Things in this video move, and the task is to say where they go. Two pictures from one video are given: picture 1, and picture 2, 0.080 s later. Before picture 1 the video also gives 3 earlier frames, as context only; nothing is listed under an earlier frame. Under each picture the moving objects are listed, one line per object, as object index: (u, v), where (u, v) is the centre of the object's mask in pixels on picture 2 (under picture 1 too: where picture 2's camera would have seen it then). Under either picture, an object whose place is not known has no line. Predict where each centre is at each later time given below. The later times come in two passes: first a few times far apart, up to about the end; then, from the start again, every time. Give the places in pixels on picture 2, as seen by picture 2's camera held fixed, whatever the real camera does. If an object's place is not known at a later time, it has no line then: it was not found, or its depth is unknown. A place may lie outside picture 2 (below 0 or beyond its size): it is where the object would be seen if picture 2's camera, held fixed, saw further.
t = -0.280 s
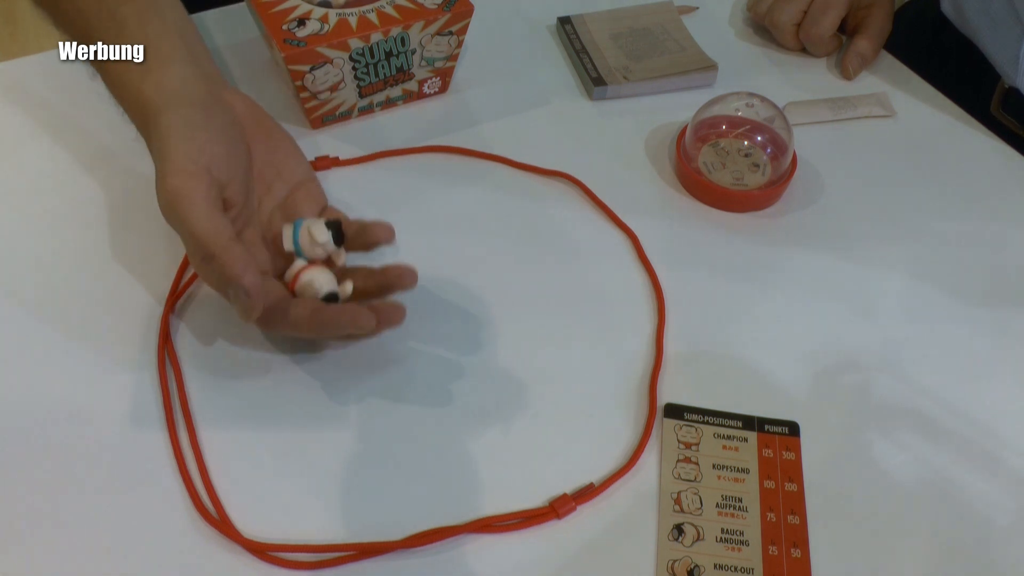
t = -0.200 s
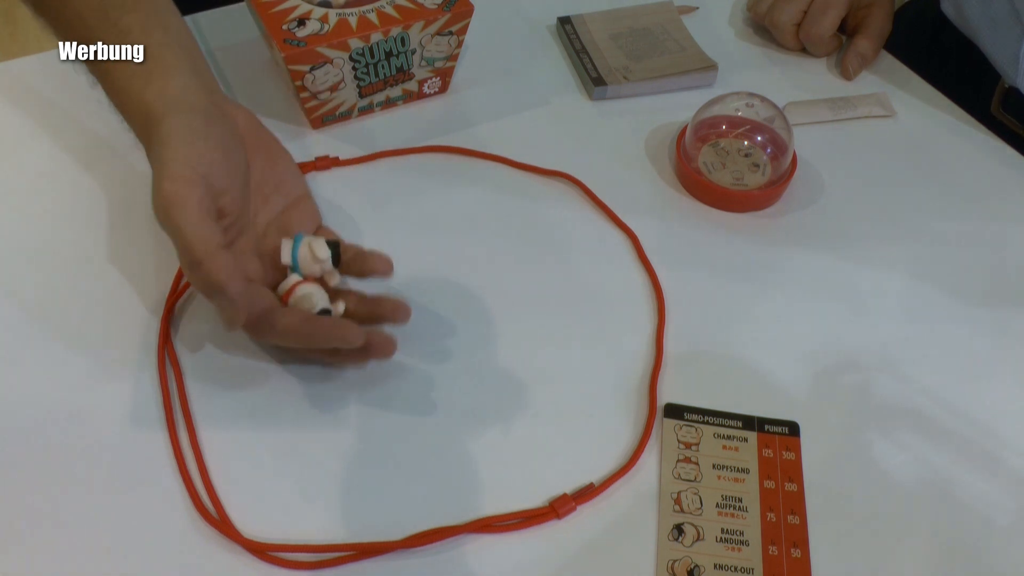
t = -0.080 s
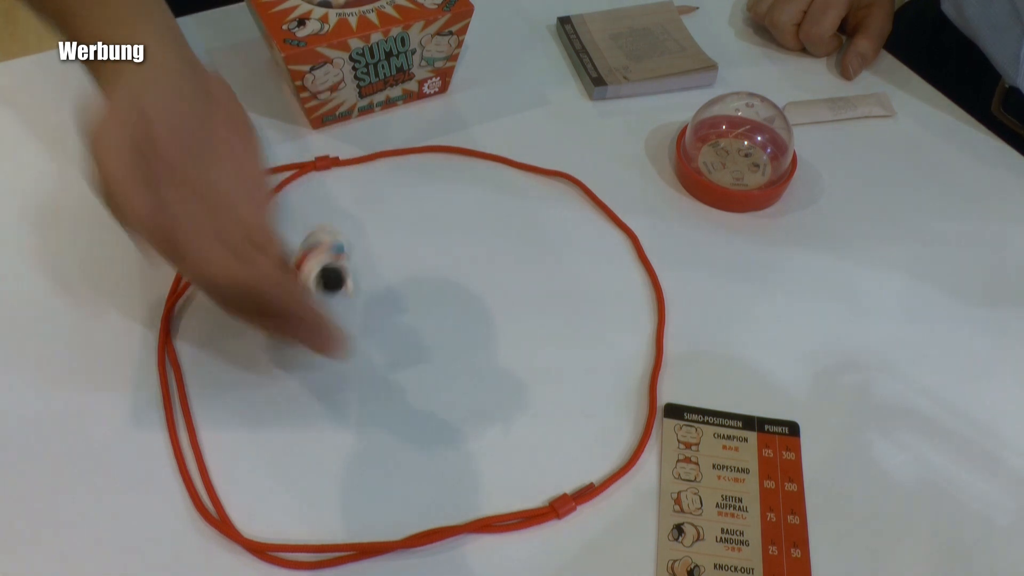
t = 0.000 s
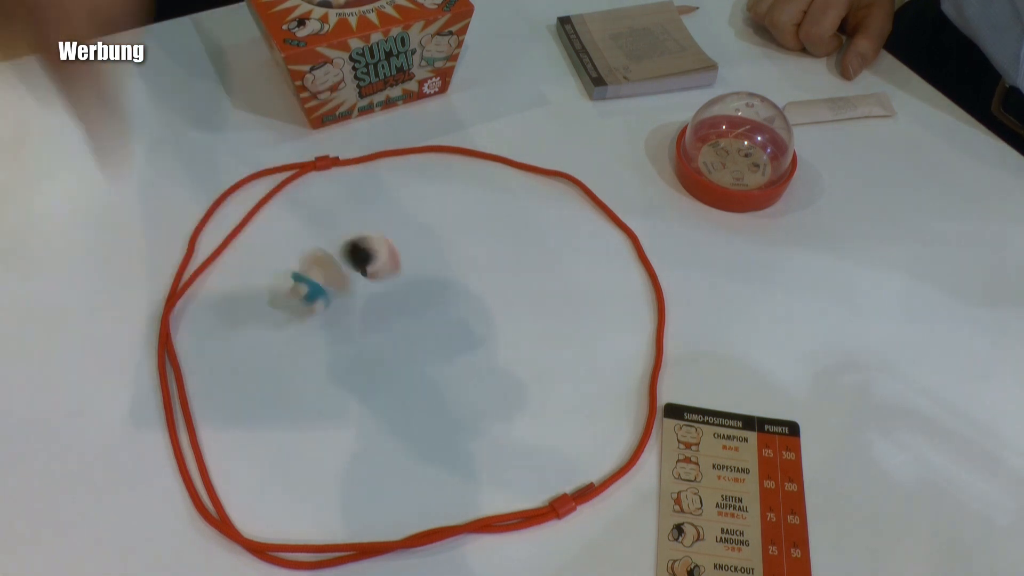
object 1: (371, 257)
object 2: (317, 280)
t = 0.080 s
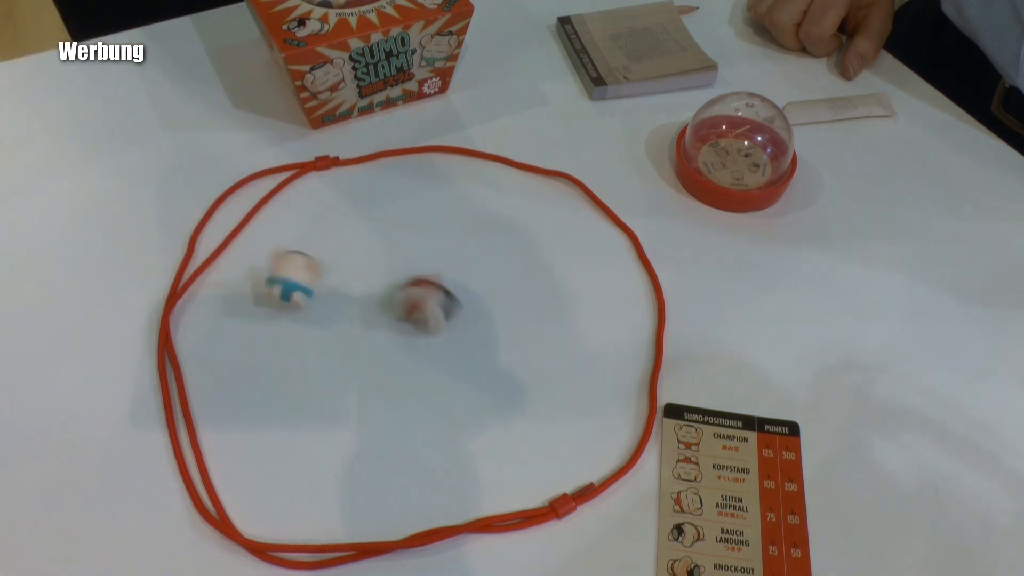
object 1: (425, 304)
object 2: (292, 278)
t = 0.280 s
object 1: (567, 344)
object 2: (284, 272)
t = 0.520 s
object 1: (615, 358)
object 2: (279, 274)
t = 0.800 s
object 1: (620, 363)
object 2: (279, 271)
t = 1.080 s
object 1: (620, 363)
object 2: (279, 272)
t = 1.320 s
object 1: (620, 363)
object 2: (279, 272)
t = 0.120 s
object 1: (461, 304)
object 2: (278, 277)
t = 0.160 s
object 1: (492, 311)
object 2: (272, 272)
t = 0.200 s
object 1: (514, 324)
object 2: (277, 269)
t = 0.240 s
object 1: (532, 338)
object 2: (283, 271)
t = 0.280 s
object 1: (567, 344)
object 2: (284, 272)
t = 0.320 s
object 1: (589, 356)
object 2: (279, 274)
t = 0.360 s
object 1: (614, 361)
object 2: (276, 274)
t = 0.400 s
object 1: (626, 365)
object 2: (280, 274)
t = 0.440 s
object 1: (627, 365)
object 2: (284, 273)
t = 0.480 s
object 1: (621, 363)
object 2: (283, 274)
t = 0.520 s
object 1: (615, 358)
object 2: (279, 274)
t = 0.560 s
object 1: (612, 356)
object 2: (279, 272)
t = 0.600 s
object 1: (614, 359)
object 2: (280, 270)
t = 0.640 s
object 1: (616, 362)
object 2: (279, 271)
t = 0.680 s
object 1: (619, 363)
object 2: (280, 273)
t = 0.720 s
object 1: (620, 363)
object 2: (281, 273)
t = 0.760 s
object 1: (620, 363)
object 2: (280, 272)
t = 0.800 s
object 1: (620, 363)
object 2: (279, 271)
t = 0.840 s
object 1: (620, 363)
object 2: (280, 272)
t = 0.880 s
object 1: (620, 363)
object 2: (280, 272)
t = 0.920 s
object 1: (620, 363)
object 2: (280, 272)
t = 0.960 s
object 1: (620, 363)
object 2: (280, 271)
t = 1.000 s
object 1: (620, 363)
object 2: (280, 271)
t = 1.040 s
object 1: (620, 363)
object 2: (280, 272)
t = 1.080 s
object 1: (620, 363)
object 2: (279, 272)
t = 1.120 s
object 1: (620, 362)
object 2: (280, 272)
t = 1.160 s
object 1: (620, 363)
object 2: (279, 272)
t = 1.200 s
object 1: (620, 363)
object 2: (279, 271)
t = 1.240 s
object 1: (620, 363)
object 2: (279, 272)
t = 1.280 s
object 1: (620, 363)
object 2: (279, 272)
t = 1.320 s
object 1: (620, 363)
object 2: (279, 272)
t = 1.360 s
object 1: (620, 363)
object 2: (279, 272)
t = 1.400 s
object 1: (620, 363)
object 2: (279, 272)
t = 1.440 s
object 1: (620, 363)
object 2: (279, 272)
